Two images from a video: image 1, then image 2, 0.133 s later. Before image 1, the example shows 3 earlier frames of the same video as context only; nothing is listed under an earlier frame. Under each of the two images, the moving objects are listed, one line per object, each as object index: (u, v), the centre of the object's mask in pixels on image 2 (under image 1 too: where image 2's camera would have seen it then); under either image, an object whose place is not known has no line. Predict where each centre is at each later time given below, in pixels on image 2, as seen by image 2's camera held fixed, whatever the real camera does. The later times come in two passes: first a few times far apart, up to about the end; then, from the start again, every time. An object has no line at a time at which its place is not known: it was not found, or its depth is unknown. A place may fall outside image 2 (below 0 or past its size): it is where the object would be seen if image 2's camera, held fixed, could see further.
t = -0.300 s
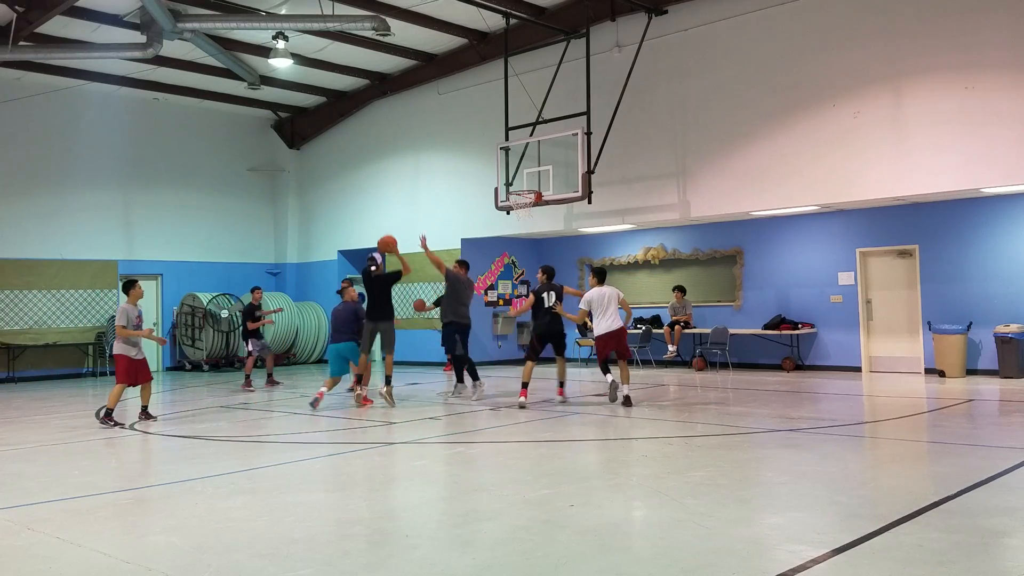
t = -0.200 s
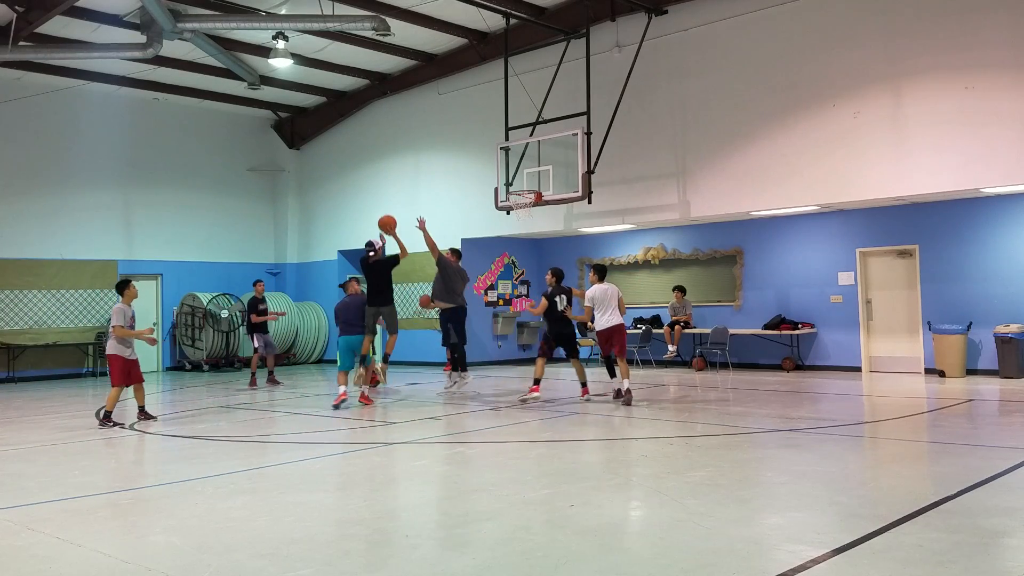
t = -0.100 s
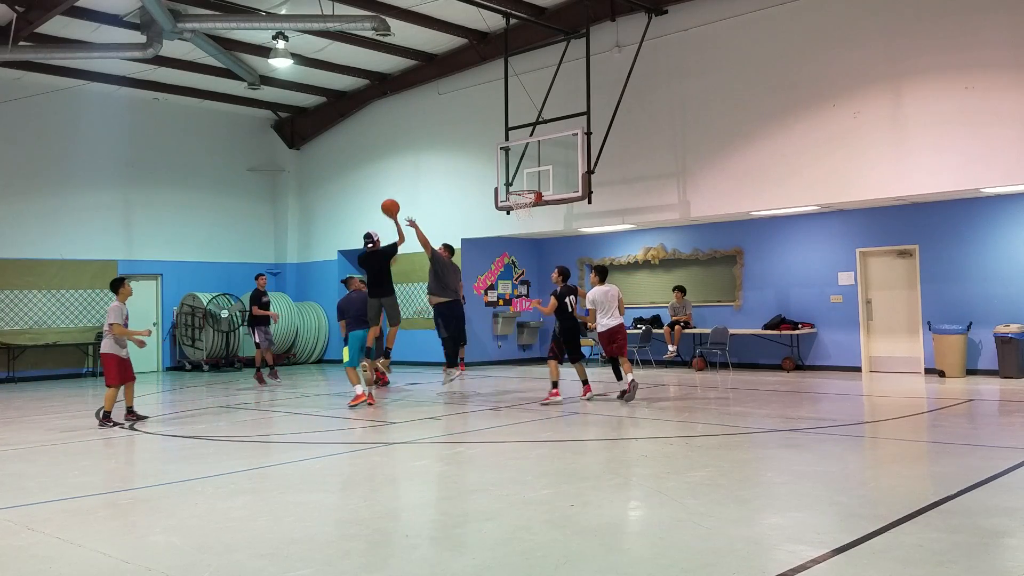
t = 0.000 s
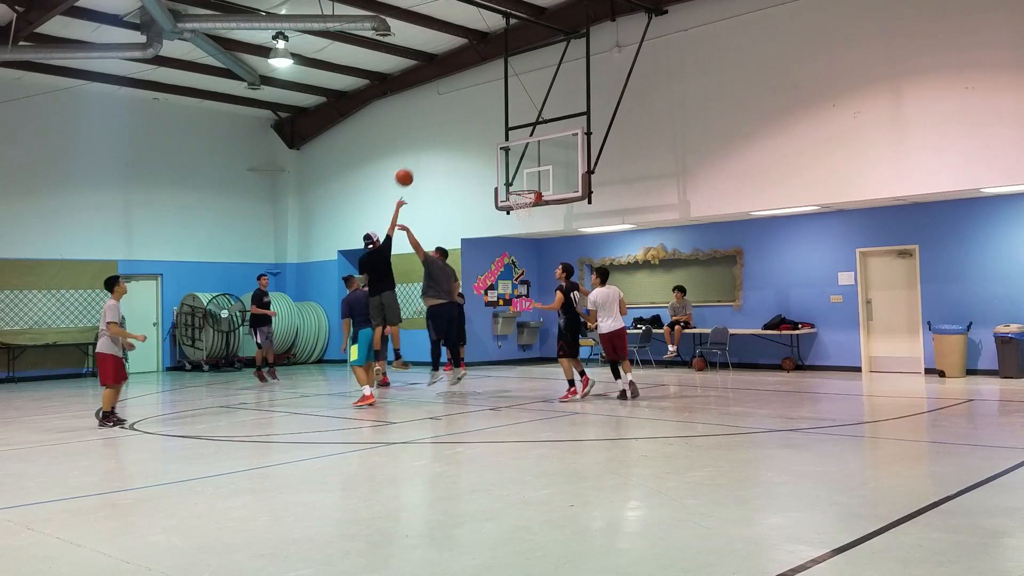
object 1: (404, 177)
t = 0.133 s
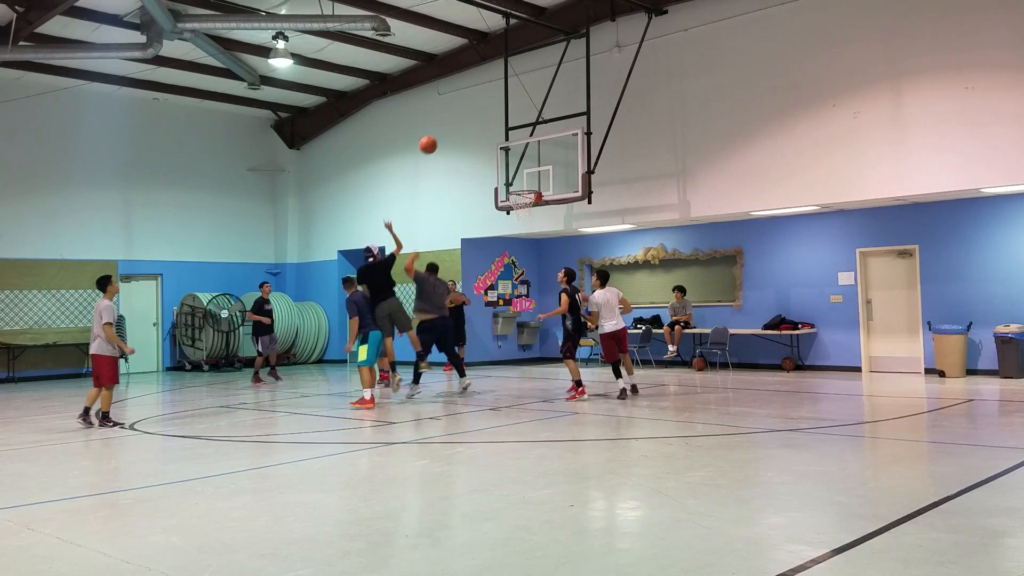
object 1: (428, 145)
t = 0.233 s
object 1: (445, 130)
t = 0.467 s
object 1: (481, 125)
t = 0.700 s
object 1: (514, 154)
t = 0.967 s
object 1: (521, 161)
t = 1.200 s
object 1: (500, 138)
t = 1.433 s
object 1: (480, 149)
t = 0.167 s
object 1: (433, 139)
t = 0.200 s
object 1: (439, 134)
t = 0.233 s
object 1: (445, 130)
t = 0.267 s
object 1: (450, 127)
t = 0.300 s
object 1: (456, 125)
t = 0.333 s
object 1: (461, 124)
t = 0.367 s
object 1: (466, 123)
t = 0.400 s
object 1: (471, 123)
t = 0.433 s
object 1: (476, 124)
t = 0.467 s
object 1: (481, 125)
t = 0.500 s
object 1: (486, 127)
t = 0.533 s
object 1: (491, 130)
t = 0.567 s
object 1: (496, 134)
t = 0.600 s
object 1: (500, 138)
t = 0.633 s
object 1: (505, 144)
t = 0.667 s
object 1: (510, 148)
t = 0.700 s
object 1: (514, 154)
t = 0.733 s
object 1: (519, 161)
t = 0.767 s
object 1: (523, 168)
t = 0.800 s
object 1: (528, 176)
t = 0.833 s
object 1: (531, 184)
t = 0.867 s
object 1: (530, 181)
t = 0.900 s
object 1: (527, 173)
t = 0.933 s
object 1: (524, 166)
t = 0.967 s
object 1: (521, 161)
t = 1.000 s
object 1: (518, 155)
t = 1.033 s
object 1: (515, 151)
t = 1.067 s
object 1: (512, 147)
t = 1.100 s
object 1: (509, 143)
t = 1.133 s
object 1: (506, 141)
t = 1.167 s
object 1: (503, 139)
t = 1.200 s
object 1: (500, 138)
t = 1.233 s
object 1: (497, 137)
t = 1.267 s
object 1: (494, 138)
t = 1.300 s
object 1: (491, 138)
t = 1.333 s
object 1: (489, 140)
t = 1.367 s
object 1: (486, 142)
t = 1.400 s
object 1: (483, 145)
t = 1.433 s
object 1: (480, 149)
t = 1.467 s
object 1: (477, 153)
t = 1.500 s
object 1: (475, 158)
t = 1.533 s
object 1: (472, 163)
